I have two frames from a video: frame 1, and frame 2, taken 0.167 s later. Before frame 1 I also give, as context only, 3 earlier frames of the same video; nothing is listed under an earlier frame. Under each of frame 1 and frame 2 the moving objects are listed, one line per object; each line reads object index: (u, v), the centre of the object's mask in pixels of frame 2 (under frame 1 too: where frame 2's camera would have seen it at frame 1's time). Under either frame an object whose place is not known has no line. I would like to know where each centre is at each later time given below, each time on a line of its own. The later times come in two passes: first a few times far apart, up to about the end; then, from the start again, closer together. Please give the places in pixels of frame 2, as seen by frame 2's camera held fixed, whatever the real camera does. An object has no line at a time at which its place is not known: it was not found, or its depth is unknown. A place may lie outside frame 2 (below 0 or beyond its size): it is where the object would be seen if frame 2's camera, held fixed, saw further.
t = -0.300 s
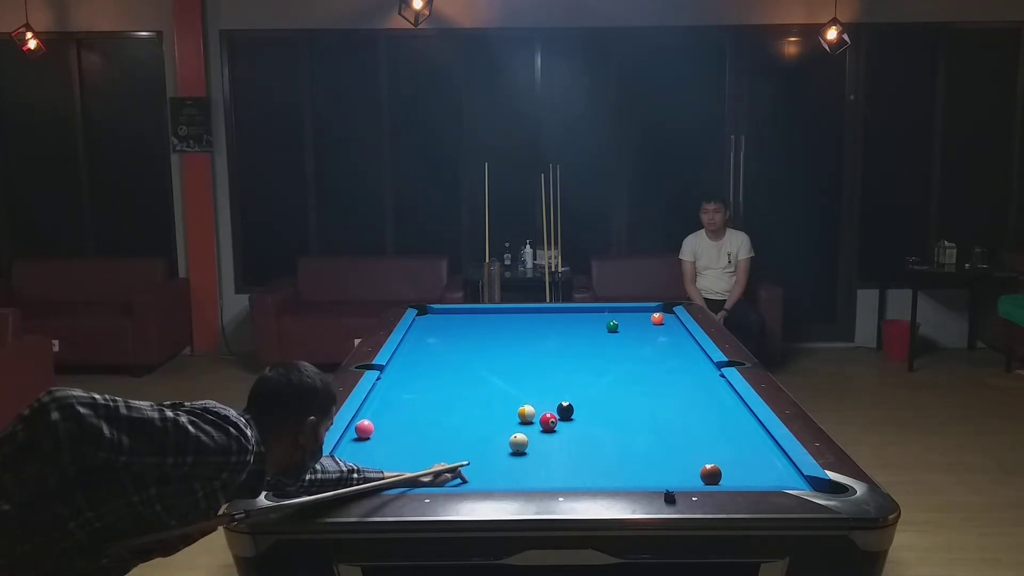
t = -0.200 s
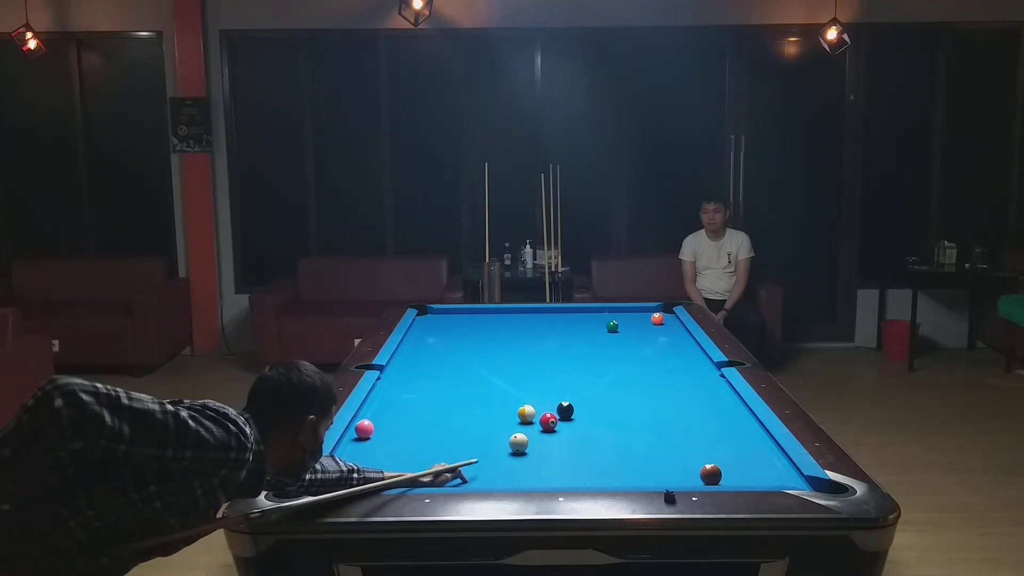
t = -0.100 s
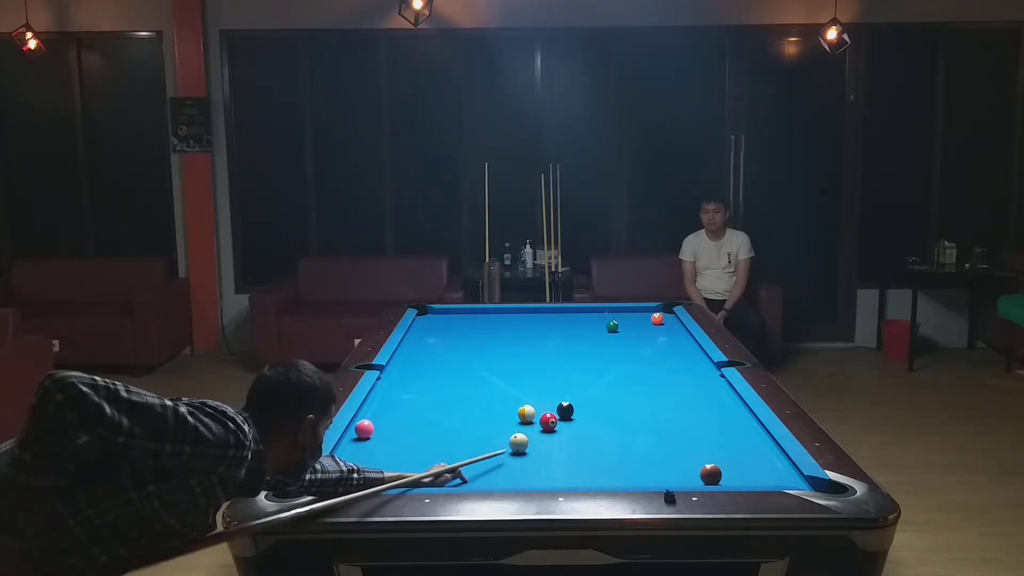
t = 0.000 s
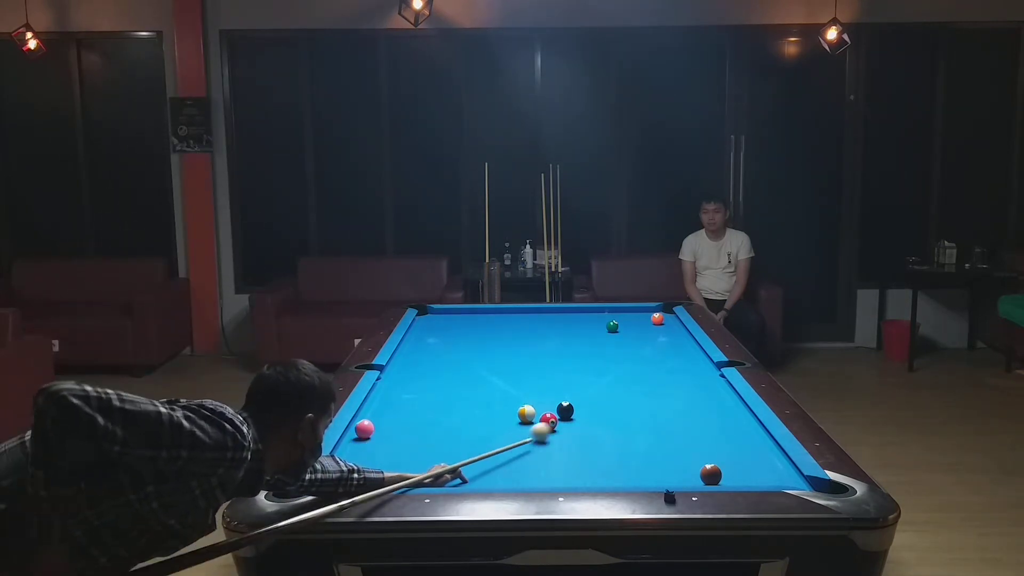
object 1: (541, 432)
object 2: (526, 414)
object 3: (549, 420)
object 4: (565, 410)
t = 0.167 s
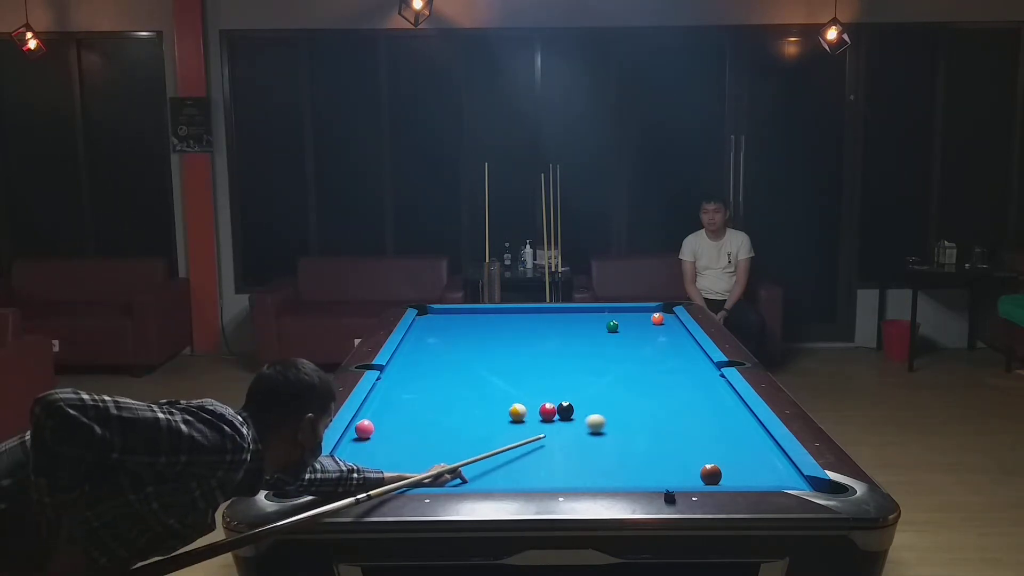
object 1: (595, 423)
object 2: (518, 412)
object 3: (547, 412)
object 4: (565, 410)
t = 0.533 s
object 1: (703, 414)
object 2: (480, 407)
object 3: (544, 397)
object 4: (583, 408)
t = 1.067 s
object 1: (695, 416)
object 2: (432, 400)
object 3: (539, 379)
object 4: (604, 406)
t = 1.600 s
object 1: (634, 420)
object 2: (393, 394)
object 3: (535, 365)
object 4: (618, 404)
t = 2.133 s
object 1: (579, 424)
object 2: (390, 390)
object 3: (531, 354)
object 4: (627, 403)
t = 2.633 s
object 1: (534, 428)
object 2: (405, 388)
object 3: (528, 345)
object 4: (630, 403)
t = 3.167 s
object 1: (491, 431)
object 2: (414, 386)
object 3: (526, 339)
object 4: (630, 403)
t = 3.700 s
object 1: (455, 434)
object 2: (419, 386)
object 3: (527, 333)
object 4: (630, 403)
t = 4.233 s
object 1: (426, 436)
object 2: (418, 386)
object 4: (630, 403)
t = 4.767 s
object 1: (403, 436)
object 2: (418, 386)
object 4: (630, 403)
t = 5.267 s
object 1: (388, 437)
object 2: (418, 386)
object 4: (630, 403)
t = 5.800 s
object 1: (380, 437)
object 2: (418, 386)
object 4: (630, 403)
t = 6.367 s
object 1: (378, 437)
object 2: (418, 386)
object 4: (630, 403)
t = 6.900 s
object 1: (378, 437)
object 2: (418, 386)
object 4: (630, 403)
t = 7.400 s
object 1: (378, 437)
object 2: (418, 386)
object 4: (630, 403)
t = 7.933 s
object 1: (378, 437)
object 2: (418, 386)
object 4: (630, 403)
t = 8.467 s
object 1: (378, 437)
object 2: (418, 386)
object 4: (630, 403)
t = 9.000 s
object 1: (378, 437)
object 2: (418, 386)
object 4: (630, 403)
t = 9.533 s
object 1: (378, 437)
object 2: (418, 386)
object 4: (630, 403)
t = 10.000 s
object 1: (378, 437)
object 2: (418, 386)
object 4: (630, 403)
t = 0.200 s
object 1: (605, 422)
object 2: (514, 412)
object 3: (547, 410)
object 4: (567, 410)
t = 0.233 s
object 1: (616, 421)
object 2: (510, 411)
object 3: (547, 409)
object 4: (569, 410)
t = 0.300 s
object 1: (635, 419)
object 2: (503, 410)
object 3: (546, 406)
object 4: (572, 409)
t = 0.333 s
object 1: (646, 419)
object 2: (500, 410)
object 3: (546, 405)
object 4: (574, 409)
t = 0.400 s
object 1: (665, 418)
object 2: (493, 409)
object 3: (545, 402)
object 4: (577, 409)
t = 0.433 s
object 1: (675, 417)
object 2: (490, 408)
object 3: (545, 401)
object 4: (578, 409)
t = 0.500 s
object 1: (694, 415)
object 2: (483, 407)
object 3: (544, 398)
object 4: (582, 408)
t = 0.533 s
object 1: (703, 414)
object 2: (480, 407)
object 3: (544, 397)
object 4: (583, 408)
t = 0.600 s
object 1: (722, 413)
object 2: (473, 406)
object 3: (543, 394)
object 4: (586, 408)
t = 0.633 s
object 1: (732, 413)
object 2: (470, 405)
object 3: (543, 393)
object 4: (588, 408)
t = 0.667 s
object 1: (741, 412)
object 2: (467, 405)
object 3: (543, 392)
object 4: (589, 408)
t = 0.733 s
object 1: (735, 412)
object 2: (461, 404)
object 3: (542, 390)
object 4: (592, 407)
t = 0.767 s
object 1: (731, 413)
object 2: (458, 403)
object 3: (542, 389)
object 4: (593, 407)
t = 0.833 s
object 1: (723, 414)
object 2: (452, 402)
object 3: (541, 386)
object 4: (596, 407)
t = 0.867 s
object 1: (719, 413)
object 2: (449, 402)
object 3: (541, 385)
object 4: (597, 407)
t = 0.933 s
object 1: (710, 414)
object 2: (444, 401)
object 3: (540, 383)
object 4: (599, 406)
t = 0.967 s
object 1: (707, 414)
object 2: (441, 401)
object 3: (540, 382)
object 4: (600, 407)
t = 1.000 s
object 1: (702, 415)
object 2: (438, 400)
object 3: (540, 381)
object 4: (602, 406)
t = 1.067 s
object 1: (695, 416)
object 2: (432, 400)
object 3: (539, 379)
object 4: (604, 406)
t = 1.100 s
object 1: (691, 416)
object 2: (430, 399)
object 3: (539, 378)
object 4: (605, 406)
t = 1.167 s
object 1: (683, 417)
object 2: (425, 398)
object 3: (538, 376)
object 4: (607, 406)
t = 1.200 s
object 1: (679, 417)
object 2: (422, 398)
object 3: (538, 375)
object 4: (608, 406)
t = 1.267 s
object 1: (671, 417)
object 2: (417, 397)
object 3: (536, 370)
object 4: (610, 405)
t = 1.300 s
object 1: (667, 417)
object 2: (414, 397)
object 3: (538, 373)
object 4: (611, 405)
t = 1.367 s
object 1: (660, 418)
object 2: (409, 396)
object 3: (537, 372)
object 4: (613, 405)
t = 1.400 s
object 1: (656, 418)
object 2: (407, 396)
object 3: (537, 370)
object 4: (613, 405)
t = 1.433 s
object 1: (652, 419)
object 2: (404, 395)
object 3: (536, 369)
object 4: (614, 405)
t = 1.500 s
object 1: (645, 419)
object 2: (400, 395)
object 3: (536, 368)
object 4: (616, 405)
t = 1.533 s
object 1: (641, 419)
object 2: (397, 393)
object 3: (536, 367)
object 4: (617, 404)
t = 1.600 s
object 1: (634, 420)
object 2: (393, 394)
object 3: (535, 365)
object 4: (618, 404)
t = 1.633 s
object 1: (630, 420)
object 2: (390, 393)
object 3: (535, 364)
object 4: (619, 404)
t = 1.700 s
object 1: (623, 421)
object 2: (386, 393)
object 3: (535, 363)
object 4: (620, 404)
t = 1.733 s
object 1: (620, 421)
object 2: (384, 392)
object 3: (534, 362)
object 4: (621, 403)
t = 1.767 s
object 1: (616, 422)
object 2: (382, 392)
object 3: (534, 361)
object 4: (621, 404)
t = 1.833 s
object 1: (609, 422)
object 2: (378, 391)
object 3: (534, 360)
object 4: (622, 404)
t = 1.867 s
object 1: (606, 422)
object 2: (380, 391)
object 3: (533, 359)
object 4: (623, 404)
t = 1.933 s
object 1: (599, 423)
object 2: (382, 391)
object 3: (533, 358)
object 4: (624, 403)
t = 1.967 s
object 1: (596, 423)
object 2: (384, 391)
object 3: (533, 357)
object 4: (625, 403)
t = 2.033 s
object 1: (589, 423)
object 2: (386, 390)
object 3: (532, 356)
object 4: (625, 403)
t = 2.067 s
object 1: (586, 424)
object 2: (387, 390)
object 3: (532, 355)
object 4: (626, 403)
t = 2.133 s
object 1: (579, 424)
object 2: (390, 390)
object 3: (531, 354)
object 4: (627, 403)
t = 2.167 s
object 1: (576, 424)
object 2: (391, 390)
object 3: (531, 353)
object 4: (627, 403)
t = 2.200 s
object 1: (573, 425)
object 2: (392, 390)
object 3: (531, 353)
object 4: (628, 403)
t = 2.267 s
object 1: (567, 425)
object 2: (394, 389)
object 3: (531, 351)
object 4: (628, 403)
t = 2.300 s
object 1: (563, 425)
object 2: (395, 389)
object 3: (530, 351)
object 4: (628, 403)
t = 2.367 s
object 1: (557, 426)
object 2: (397, 389)
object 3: (530, 350)
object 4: (629, 403)
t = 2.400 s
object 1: (554, 426)
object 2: (398, 389)
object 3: (530, 349)
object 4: (629, 403)
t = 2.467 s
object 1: (548, 426)
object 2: (400, 388)
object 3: (529, 348)
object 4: (630, 403)
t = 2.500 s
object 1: (545, 427)
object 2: (401, 388)
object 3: (529, 348)
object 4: (630, 403)
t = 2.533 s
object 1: (543, 427)
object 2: (402, 388)
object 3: (529, 347)
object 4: (630, 403)
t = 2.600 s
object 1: (537, 427)
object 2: (404, 388)
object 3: (529, 346)
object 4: (630, 403)
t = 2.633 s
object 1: (534, 428)
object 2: (405, 388)
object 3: (528, 345)
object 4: (630, 403)
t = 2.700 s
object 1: (528, 428)
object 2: (406, 387)
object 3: (528, 344)
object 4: (630, 403)
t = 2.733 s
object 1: (525, 428)
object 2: (407, 387)
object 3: (528, 344)
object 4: (630, 403)
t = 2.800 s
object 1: (520, 429)
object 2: (408, 387)
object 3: (528, 343)
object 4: (630, 403)
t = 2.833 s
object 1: (517, 429)
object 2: (409, 387)
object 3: (527, 343)
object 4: (630, 403)
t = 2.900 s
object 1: (512, 429)
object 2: (410, 387)
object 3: (527, 342)
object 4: (630, 403)
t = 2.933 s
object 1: (509, 429)
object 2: (411, 387)
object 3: (527, 341)
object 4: (630, 403)
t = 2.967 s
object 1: (507, 430)
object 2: (412, 387)
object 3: (527, 341)
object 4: (630, 403)
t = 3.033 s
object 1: (502, 430)
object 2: (413, 387)
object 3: (527, 340)
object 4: (630, 403)
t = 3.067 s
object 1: (499, 430)
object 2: (413, 387)
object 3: (526, 340)
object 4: (630, 403)
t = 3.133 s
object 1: (494, 431)
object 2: (414, 387)
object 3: (526, 339)
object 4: (630, 403)
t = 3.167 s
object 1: (491, 431)
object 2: (414, 386)
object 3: (526, 339)
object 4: (630, 403)
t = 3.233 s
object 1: (487, 431)
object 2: (415, 386)
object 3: (526, 338)
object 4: (630, 403)
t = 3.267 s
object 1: (484, 431)
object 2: (416, 386)
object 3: (526, 337)
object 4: (630, 403)
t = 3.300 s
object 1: (482, 432)
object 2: (416, 386)
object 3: (526, 337)
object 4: (630, 403)
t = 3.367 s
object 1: (477, 432)
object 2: (417, 386)
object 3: (526, 336)
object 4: (630, 403)
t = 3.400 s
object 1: (475, 432)
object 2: (417, 386)
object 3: (526, 336)
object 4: (630, 403)
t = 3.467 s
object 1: (470, 433)
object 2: (418, 386)
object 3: (526, 335)
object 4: (630, 403)
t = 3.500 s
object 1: (468, 433)
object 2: (418, 386)
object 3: (526, 335)
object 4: (630, 403)
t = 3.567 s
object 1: (464, 433)
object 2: (418, 386)
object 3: (526, 334)
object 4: (630, 403)
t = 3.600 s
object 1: (462, 433)
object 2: (418, 386)
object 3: (526, 334)
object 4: (630, 403)
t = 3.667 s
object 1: (458, 434)
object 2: (419, 386)
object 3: (526, 333)
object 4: (630, 403)
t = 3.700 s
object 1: (455, 434)
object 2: (419, 386)
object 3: (527, 333)
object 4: (630, 403)
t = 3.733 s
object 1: (453, 434)
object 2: (419, 386)
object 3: (527, 332)
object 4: (630, 403)
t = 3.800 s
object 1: (449, 434)
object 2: (419, 386)
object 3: (527, 332)
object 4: (630, 403)
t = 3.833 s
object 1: (447, 434)
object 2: (419, 386)
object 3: (527, 332)
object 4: (630, 403)
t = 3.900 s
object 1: (443, 434)
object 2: (418, 386)
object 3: (527, 331)
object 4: (630, 403)
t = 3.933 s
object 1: (441, 434)
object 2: (418, 386)
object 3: (527, 331)
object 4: (630, 403)
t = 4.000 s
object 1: (438, 435)
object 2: (418, 386)
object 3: (527, 330)
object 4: (630, 403)
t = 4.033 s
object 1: (436, 435)
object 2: (418, 386)
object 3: (527, 330)
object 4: (630, 403)
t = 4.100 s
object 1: (432, 435)
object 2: (418, 386)
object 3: (527, 330)
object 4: (630, 403)
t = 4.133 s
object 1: (431, 435)
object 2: (418, 386)
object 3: (527, 329)
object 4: (630, 403)
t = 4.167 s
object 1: (429, 435)
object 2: (418, 386)
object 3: (527, 329)
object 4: (630, 403)
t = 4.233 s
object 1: (426, 436)
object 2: (418, 386)
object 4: (630, 403)
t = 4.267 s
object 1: (424, 435)
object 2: (418, 386)
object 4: (630, 403)
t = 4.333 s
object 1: (421, 436)
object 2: (418, 386)
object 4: (630, 403)
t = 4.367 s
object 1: (419, 436)
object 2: (418, 386)
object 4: (630, 403)
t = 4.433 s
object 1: (416, 436)
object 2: (418, 386)
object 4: (630, 403)
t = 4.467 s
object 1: (415, 436)
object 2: (418, 386)
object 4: (630, 403)
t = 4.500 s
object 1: (413, 436)
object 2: (418, 386)
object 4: (630, 403)
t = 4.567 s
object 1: (411, 436)
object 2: (418, 386)
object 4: (630, 403)
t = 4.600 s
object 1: (409, 436)
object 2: (418, 386)
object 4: (630, 403)
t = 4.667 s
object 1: (406, 436)
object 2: (418, 386)
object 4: (630, 403)
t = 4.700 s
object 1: (405, 436)
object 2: (418, 386)
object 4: (630, 403)
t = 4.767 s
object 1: (403, 436)
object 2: (418, 386)
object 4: (630, 403)
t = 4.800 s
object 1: (402, 436)
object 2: (418, 386)
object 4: (630, 403)
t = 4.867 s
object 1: (399, 437)
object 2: (418, 386)
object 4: (630, 403)
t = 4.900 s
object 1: (398, 437)
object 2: (418, 386)
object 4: (630, 403)
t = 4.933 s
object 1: (397, 436)
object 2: (418, 386)
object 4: (630, 403)
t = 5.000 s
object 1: (395, 436)
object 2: (418, 386)
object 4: (630, 403)
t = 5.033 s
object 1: (394, 436)
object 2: (418, 386)
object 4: (630, 403)
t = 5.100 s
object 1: (392, 436)
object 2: (418, 386)
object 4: (630, 403)
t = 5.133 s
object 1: (391, 436)
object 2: (418, 386)
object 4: (630, 403)
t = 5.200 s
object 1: (390, 436)
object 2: (418, 386)
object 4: (630, 403)
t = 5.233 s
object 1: (389, 436)
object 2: (418, 386)
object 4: (630, 403)
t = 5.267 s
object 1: (388, 437)
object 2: (418, 386)
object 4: (630, 403)
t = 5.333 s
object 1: (386, 436)
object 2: (418, 386)
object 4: (630, 403)
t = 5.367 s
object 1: (386, 437)
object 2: (418, 386)
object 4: (630, 403)
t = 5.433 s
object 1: (384, 437)
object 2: (418, 386)
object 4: (630, 403)
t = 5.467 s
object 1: (384, 437)
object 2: (418, 386)
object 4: (630, 403)
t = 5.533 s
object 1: (383, 437)
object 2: (418, 386)
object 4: (630, 403)
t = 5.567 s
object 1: (382, 437)
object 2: (418, 386)
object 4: (630, 403)
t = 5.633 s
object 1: (381, 437)
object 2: (418, 386)
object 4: (630, 403)
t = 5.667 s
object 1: (381, 437)
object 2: (418, 386)
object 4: (630, 403)
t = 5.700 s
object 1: (381, 437)
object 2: (418, 386)
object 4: (630, 403)
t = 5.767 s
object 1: (380, 437)
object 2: (418, 386)
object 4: (630, 403)
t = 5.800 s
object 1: (380, 437)
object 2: (418, 386)
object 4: (630, 403)
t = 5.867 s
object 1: (379, 437)
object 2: (418, 386)
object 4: (630, 403)
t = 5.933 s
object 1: (378, 437)
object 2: (418, 386)
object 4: (630, 403)
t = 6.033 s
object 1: (378, 437)
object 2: (418, 386)
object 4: (630, 403)
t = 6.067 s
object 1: (378, 437)
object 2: (418, 386)
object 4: (630, 403)
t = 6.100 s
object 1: (378, 437)
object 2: (418, 386)
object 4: (630, 403)
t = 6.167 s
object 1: (378, 437)
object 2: (418, 386)
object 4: (630, 403)
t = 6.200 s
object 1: (378, 437)
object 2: (418, 386)
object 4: (630, 403)
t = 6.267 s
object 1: (378, 437)
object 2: (418, 386)
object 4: (630, 403)
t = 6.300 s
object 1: (378, 437)
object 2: (418, 386)
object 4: (630, 403)
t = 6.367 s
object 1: (378, 437)
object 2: (418, 386)
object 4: (630, 403)
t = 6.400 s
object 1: (378, 437)
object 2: (418, 386)
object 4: (630, 403)
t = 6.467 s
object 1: (378, 437)
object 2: (418, 386)
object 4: (630, 403)
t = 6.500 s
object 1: (378, 437)
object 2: (418, 386)
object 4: (630, 403)
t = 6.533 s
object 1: (378, 437)
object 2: (418, 386)
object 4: (630, 403)
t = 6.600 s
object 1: (378, 437)
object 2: (418, 386)
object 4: (630, 403)
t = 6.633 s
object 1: (378, 437)
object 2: (418, 386)
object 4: (630, 403)
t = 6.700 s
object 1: (378, 437)
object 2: (418, 386)
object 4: (630, 403)
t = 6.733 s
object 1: (378, 437)
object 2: (418, 386)
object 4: (630, 403)
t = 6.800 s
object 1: (378, 437)
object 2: (418, 386)
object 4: (630, 403)
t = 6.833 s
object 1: (378, 437)
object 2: (418, 386)
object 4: (630, 403)
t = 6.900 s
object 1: (378, 437)
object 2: (418, 386)
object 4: (630, 403)
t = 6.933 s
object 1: (378, 437)
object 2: (418, 386)
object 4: (630, 403)
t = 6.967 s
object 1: (378, 437)
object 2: (418, 386)
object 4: (630, 403)
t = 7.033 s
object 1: (378, 437)
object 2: (418, 386)
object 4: (630, 403)
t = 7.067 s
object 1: (378, 437)
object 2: (418, 386)
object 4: (630, 403)
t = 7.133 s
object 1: (378, 437)
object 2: (418, 386)
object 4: (630, 403)
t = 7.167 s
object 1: (378, 437)
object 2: (418, 386)
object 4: (630, 403)
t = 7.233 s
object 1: (378, 437)
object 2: (418, 386)
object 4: (630, 403)
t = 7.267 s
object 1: (378, 437)
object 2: (418, 386)
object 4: (630, 403)
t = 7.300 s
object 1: (378, 437)
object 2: (418, 386)
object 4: (630, 403)
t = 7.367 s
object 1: (378, 437)
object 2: (418, 386)
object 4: (630, 403)
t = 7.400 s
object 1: (378, 437)
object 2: (418, 386)
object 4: (630, 403)
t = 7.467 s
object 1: (378, 437)
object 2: (418, 386)
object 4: (630, 403)
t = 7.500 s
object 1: (378, 437)
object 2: (418, 386)
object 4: (630, 403)
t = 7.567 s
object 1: (379, 437)
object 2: (418, 386)
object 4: (630, 403)
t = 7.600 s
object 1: (378, 437)
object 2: (418, 386)
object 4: (630, 403)
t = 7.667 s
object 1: (379, 437)
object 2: (418, 386)
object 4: (630, 403)
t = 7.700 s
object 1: (379, 437)
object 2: (418, 386)
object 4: (630, 403)
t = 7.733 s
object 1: (379, 437)
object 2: (418, 386)
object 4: (630, 403)
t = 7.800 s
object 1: (378, 437)
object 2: (418, 386)
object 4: (630, 403)
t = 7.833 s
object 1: (379, 437)
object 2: (418, 386)
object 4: (630, 403)
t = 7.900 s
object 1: (378, 437)
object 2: (418, 386)
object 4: (630, 403)
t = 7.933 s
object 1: (378, 437)
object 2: (418, 386)
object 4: (630, 403)
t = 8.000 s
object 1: (379, 437)
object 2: (418, 386)
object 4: (630, 403)
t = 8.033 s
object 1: (379, 437)
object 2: (418, 386)
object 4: (630, 403)
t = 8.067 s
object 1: (378, 437)
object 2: (418, 386)
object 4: (630, 403)
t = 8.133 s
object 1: (378, 437)
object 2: (418, 386)
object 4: (630, 403)
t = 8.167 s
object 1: (379, 437)
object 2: (418, 386)
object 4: (630, 403)
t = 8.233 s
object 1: (379, 437)
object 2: (418, 386)
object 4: (630, 403)
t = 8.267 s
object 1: (379, 437)
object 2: (418, 386)
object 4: (630, 403)
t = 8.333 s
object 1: (379, 437)
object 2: (418, 386)
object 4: (630, 403)
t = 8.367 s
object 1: (379, 437)
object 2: (418, 386)
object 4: (630, 403)
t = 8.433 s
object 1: (378, 437)
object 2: (418, 386)
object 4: (630, 403)
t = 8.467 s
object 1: (378, 437)
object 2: (418, 386)
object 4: (630, 403)
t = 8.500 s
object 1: (378, 437)
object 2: (418, 386)
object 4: (630, 403)
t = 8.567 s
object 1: (379, 437)
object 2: (418, 386)
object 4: (630, 403)
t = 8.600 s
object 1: (379, 437)
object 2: (418, 386)
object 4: (630, 403)
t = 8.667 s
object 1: (378, 437)
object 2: (418, 386)
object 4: (630, 403)
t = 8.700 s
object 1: (378, 437)
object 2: (418, 386)
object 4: (630, 403)
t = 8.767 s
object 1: (378, 437)
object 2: (418, 386)
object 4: (630, 403)
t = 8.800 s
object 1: (379, 437)
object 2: (418, 386)
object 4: (630, 403)
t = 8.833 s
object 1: (378, 437)
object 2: (418, 386)
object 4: (630, 403)
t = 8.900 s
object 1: (379, 437)
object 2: (418, 386)
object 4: (630, 403)
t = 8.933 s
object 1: (379, 437)
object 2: (418, 386)
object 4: (630, 403)
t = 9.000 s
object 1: (378, 437)
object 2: (418, 386)
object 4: (630, 403)
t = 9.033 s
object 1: (379, 437)
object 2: (418, 386)
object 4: (630, 403)
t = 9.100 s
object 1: (379, 437)
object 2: (418, 386)
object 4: (630, 403)
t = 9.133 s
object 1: (378, 437)
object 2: (418, 386)
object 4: (630, 403)
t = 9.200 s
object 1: (379, 437)
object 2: (418, 386)
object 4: (630, 403)
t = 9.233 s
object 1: (378, 437)
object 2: (418, 386)
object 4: (630, 403)
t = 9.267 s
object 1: (378, 437)
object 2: (418, 386)
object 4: (630, 403)
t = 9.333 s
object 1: (379, 437)
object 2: (418, 386)
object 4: (630, 403)
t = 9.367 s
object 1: (378, 437)
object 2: (418, 386)
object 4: (630, 403)
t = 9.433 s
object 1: (378, 437)
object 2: (418, 386)
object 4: (630, 403)
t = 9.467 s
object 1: (378, 437)
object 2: (418, 386)
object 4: (630, 403)
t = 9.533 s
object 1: (378, 437)
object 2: (418, 386)
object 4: (630, 403)
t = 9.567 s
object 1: (378, 437)
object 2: (418, 386)
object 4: (630, 403)
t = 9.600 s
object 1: (378, 437)
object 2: (418, 386)
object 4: (630, 403)
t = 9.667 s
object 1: (379, 437)
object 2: (418, 386)
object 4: (630, 403)
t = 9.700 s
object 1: (378, 437)
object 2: (418, 386)
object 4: (630, 403)
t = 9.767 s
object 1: (378, 437)
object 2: (418, 386)
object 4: (630, 403)
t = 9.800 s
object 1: (378, 437)
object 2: (418, 386)
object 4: (630, 403)
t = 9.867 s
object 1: (378, 437)
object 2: (418, 386)
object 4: (630, 403)
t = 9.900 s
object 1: (378, 437)
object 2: (418, 386)
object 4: (630, 403)
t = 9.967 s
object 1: (378, 437)
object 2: (418, 386)
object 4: (630, 403)
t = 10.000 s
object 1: (378, 437)
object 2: (418, 386)
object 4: (630, 403)
